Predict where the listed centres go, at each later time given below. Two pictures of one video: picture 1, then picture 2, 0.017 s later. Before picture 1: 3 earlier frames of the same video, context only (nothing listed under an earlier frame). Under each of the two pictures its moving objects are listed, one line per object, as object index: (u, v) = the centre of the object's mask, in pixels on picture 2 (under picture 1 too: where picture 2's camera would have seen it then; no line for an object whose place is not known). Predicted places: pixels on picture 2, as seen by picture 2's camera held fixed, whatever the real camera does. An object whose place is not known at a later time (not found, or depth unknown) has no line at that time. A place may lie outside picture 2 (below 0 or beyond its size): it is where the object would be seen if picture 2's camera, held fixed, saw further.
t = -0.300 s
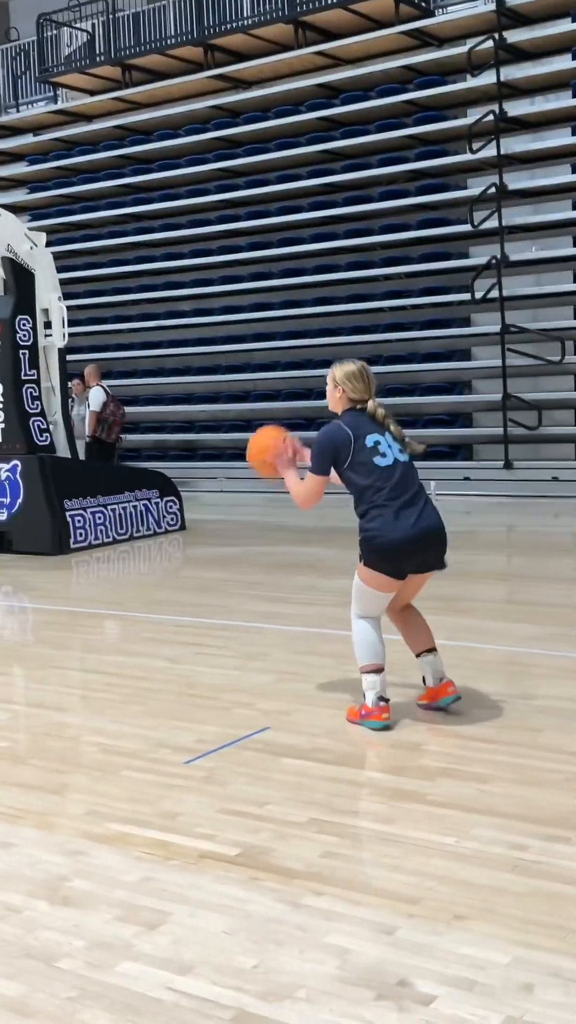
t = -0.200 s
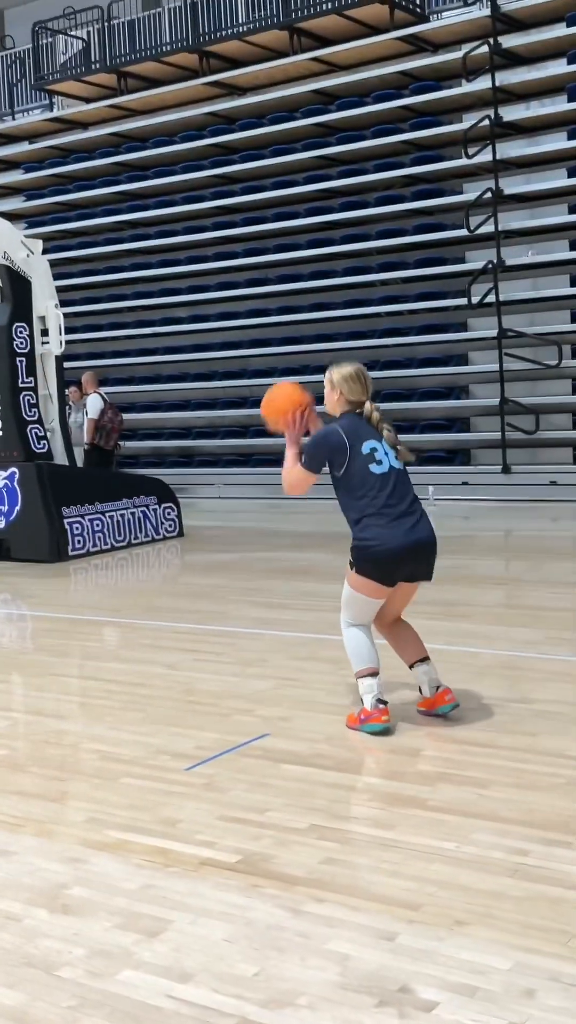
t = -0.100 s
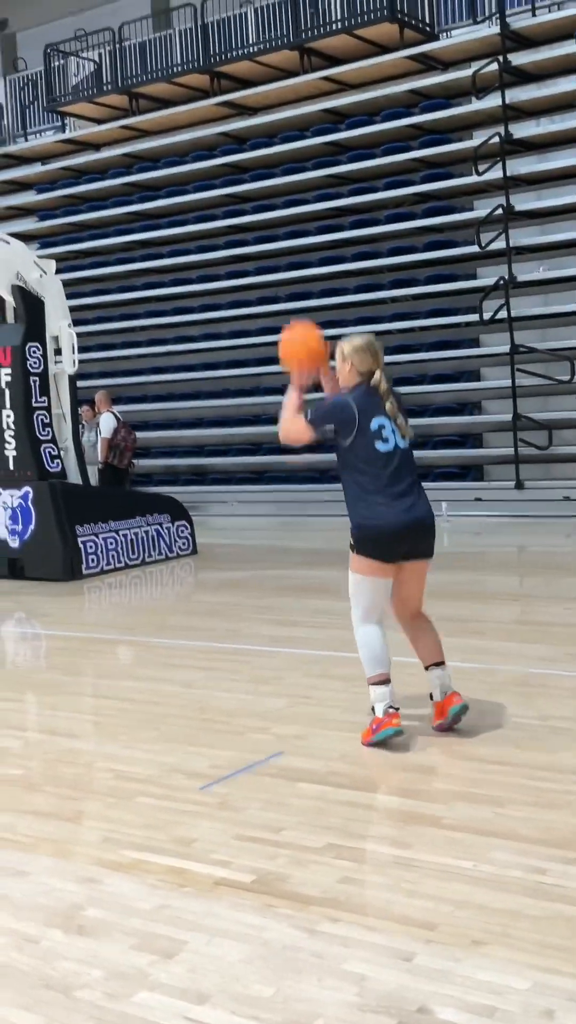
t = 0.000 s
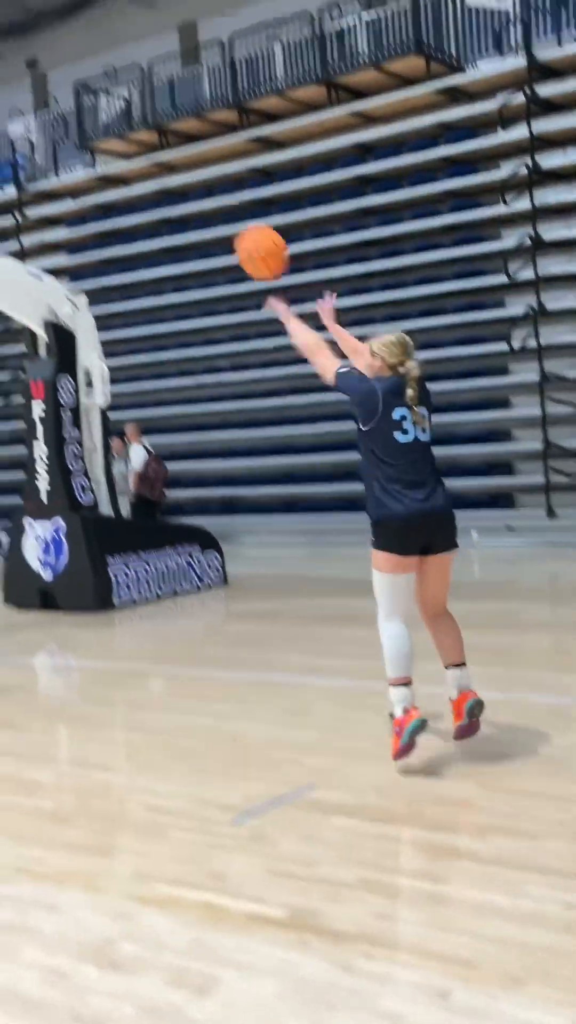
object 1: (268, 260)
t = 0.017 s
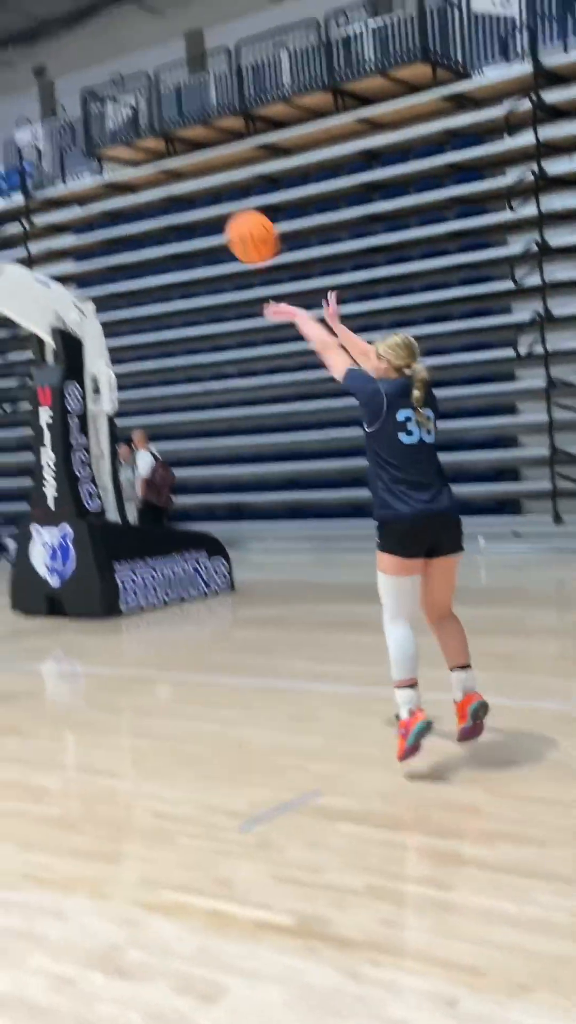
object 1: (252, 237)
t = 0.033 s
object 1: (236, 219)
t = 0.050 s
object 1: (222, 200)
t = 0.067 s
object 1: (206, 181)
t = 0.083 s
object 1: (191, 164)
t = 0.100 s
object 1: (177, 149)
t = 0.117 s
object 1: (163, 134)
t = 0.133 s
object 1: (149, 121)
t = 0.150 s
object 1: (136, 106)
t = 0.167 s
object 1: (122, 93)
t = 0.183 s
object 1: (108, 80)
